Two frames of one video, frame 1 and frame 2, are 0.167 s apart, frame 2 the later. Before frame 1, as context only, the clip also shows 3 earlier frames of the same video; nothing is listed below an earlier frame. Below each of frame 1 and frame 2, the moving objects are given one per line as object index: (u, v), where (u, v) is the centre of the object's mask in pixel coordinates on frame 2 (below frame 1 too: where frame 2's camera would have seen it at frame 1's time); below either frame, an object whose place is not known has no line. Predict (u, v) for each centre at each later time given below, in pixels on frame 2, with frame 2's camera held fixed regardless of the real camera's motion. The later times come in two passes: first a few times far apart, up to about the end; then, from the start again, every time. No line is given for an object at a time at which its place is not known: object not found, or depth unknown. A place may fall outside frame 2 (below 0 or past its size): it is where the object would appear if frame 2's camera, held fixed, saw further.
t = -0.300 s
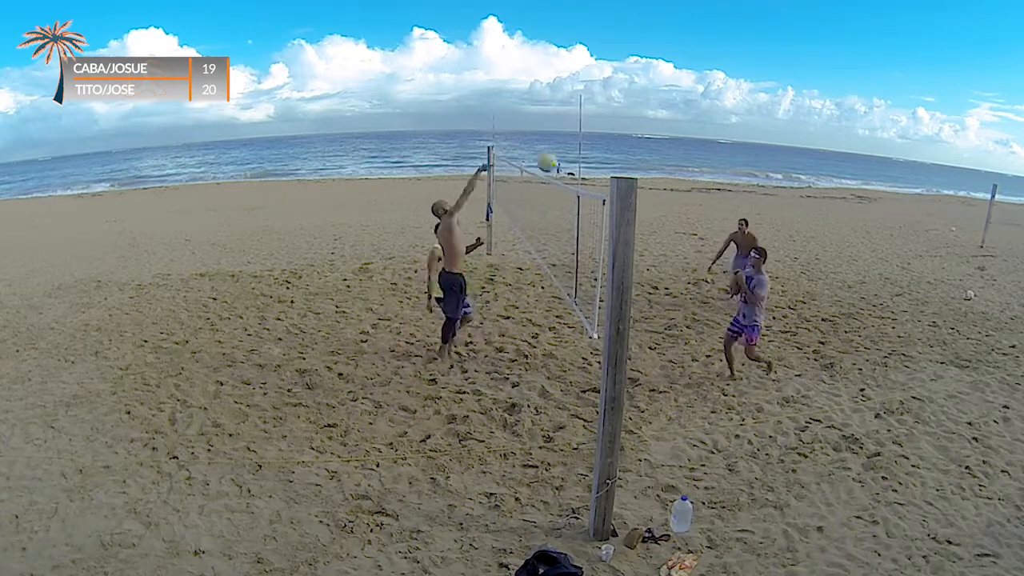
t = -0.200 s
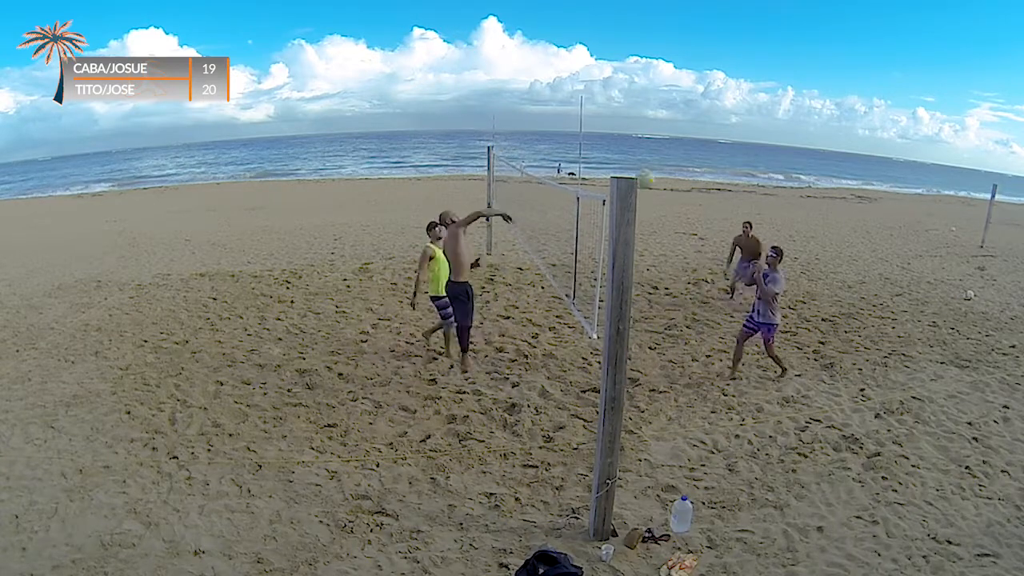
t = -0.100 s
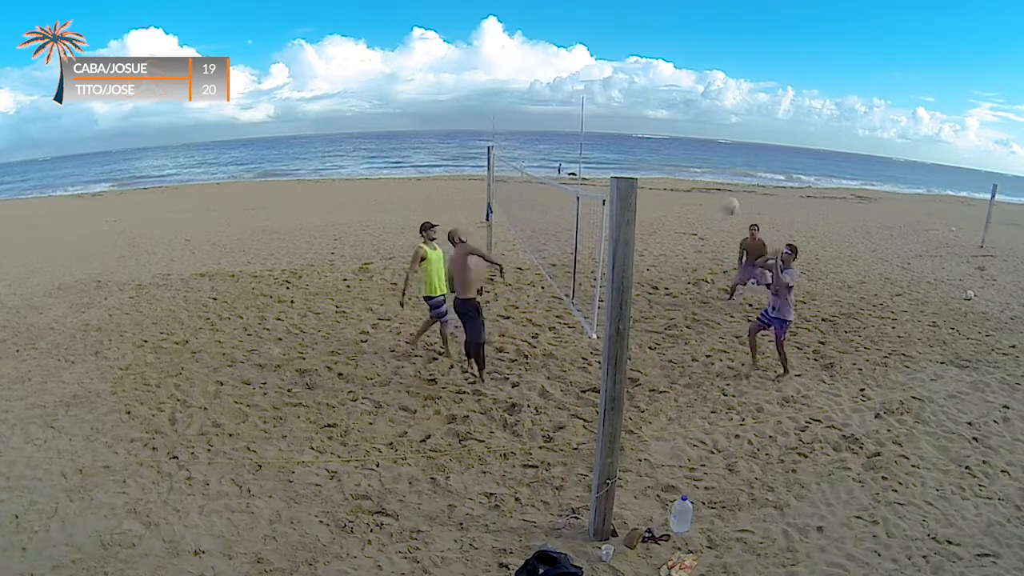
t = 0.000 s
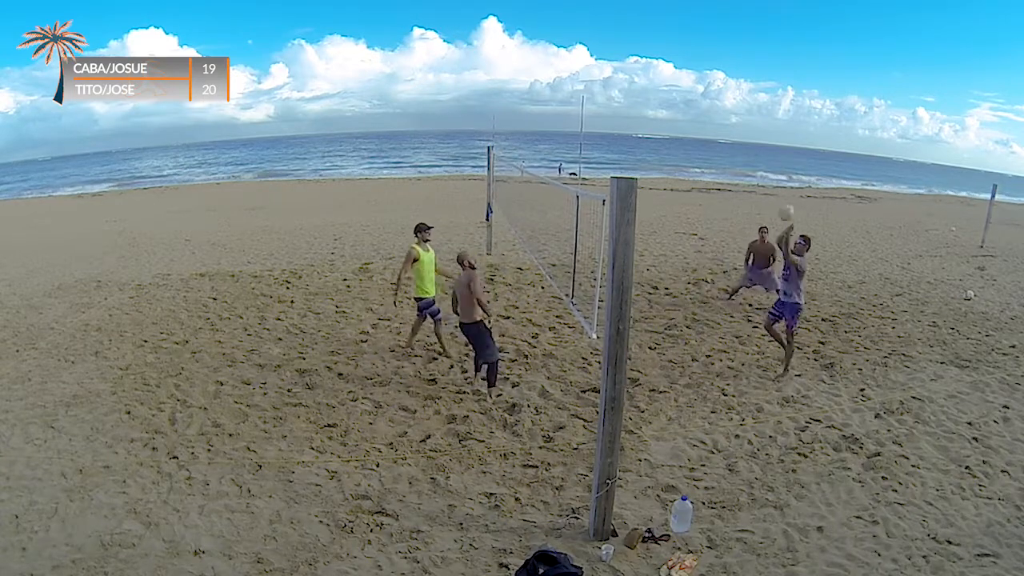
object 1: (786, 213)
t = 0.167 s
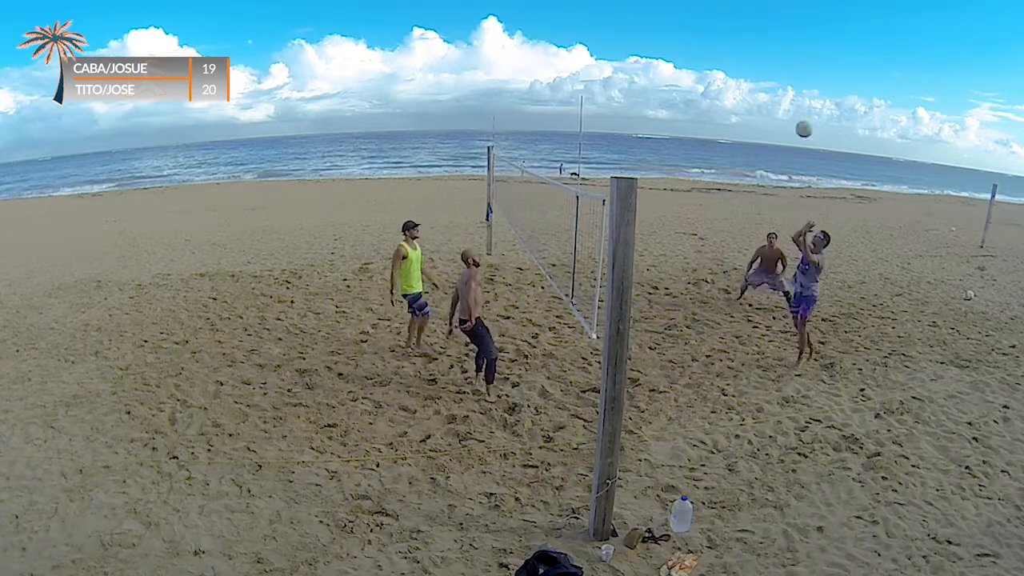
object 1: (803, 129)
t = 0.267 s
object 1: (813, 91)
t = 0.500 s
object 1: (832, 40)
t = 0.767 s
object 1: (850, 34)
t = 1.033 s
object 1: (865, 77)
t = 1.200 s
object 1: (872, 127)
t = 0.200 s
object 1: (807, 116)
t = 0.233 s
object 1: (810, 103)
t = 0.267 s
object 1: (813, 91)
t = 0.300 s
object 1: (816, 82)
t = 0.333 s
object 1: (819, 72)
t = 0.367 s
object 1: (821, 64)
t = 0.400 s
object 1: (824, 56)
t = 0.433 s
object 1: (827, 50)
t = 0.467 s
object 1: (829, 44)
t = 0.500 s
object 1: (832, 40)
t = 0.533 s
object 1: (835, 36)
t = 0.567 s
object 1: (837, 34)
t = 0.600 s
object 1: (839, 32)
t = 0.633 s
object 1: (841, 30)
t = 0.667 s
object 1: (844, 30)
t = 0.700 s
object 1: (846, 30)
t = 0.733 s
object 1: (848, 32)
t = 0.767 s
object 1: (850, 34)
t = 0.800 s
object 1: (853, 37)
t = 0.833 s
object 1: (855, 40)
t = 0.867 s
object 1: (856, 45)
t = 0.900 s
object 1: (859, 50)
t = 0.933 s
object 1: (860, 56)
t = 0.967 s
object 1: (862, 62)
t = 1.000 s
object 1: (864, 69)
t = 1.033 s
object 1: (865, 77)
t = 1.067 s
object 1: (867, 86)
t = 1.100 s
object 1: (868, 95)
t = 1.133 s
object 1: (870, 105)
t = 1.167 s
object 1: (871, 116)
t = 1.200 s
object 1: (872, 127)
